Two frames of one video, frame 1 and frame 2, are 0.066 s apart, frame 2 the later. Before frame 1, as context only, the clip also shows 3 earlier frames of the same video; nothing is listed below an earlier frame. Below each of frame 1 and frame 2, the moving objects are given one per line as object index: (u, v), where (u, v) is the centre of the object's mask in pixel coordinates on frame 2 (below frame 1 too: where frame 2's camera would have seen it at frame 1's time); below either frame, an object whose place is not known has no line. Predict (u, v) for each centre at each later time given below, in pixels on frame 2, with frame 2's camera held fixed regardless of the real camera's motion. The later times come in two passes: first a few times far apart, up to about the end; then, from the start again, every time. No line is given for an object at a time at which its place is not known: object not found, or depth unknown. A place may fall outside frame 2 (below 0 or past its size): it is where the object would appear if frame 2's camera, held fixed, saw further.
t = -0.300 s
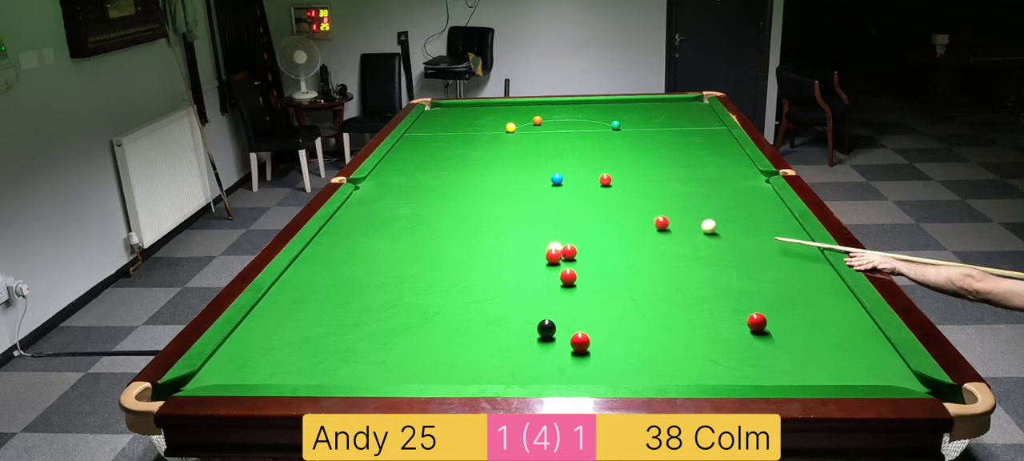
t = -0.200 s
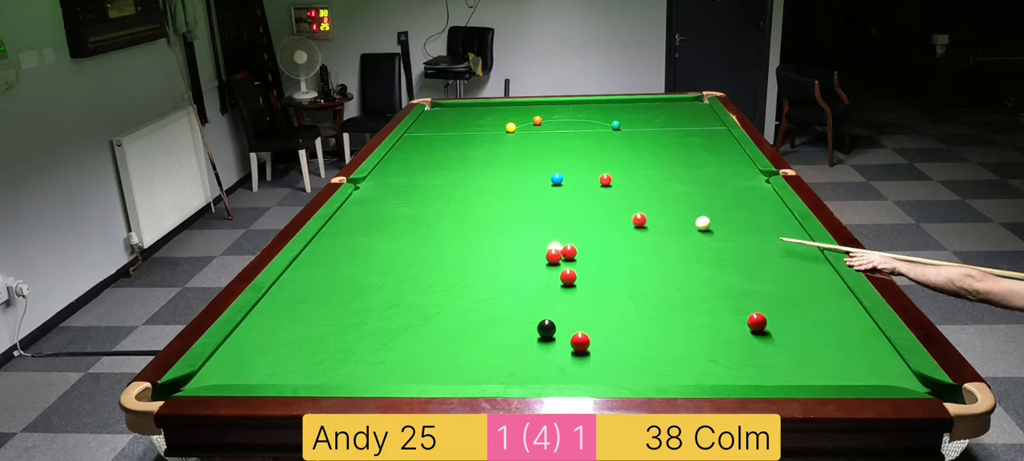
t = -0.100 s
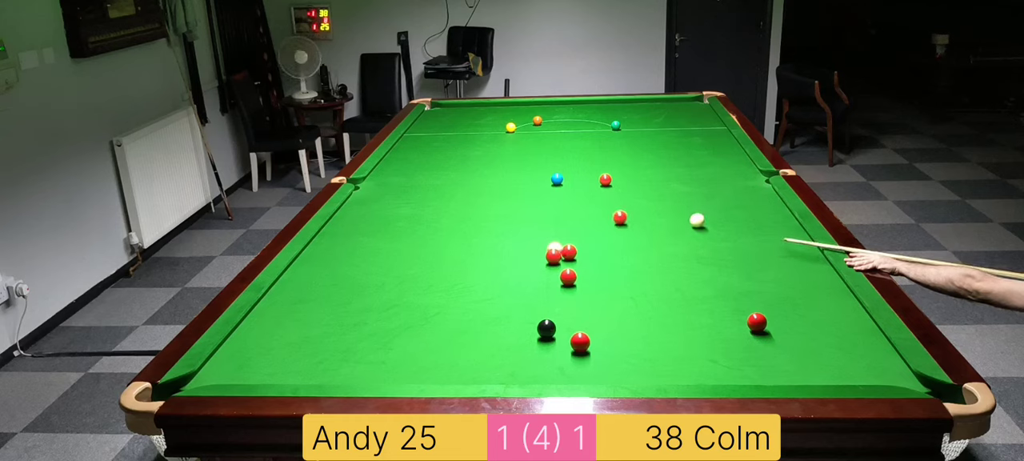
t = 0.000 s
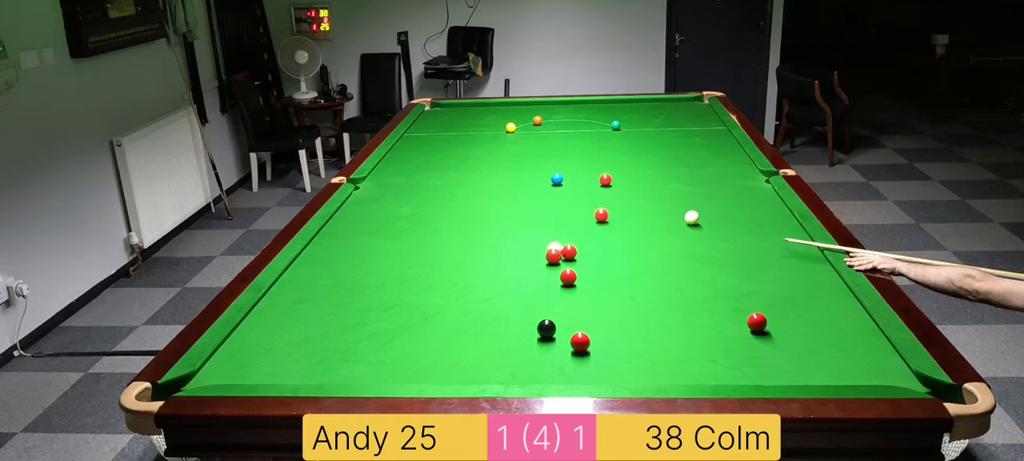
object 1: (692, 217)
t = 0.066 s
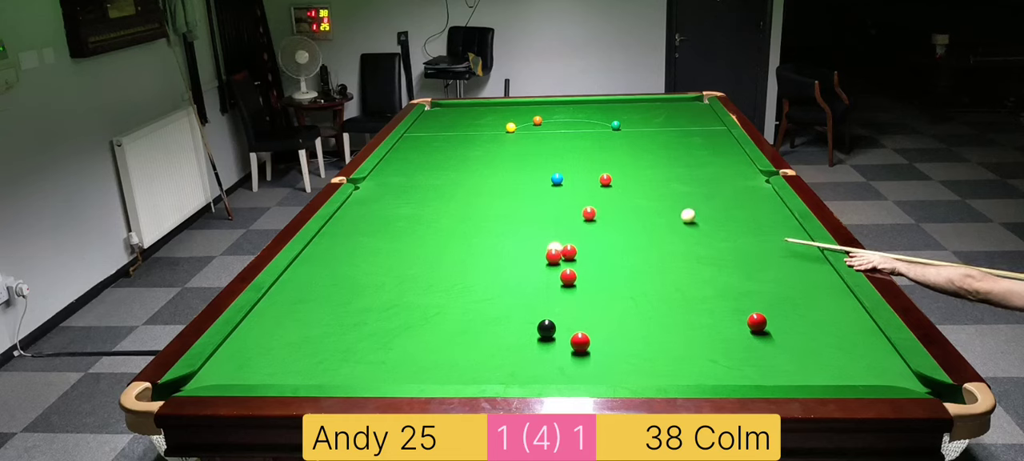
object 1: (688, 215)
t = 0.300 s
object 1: (676, 209)
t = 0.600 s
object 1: (663, 203)
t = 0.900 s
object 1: (651, 197)
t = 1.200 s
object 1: (641, 192)
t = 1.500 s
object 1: (632, 188)
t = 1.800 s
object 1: (625, 184)
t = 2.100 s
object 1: (618, 182)
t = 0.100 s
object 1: (686, 214)
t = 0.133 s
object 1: (684, 213)
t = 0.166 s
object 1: (683, 213)
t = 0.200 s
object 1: (681, 212)
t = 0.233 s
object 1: (680, 211)
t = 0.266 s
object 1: (678, 210)
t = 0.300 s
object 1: (676, 209)
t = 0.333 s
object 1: (675, 209)
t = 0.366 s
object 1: (673, 208)
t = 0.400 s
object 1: (671, 207)
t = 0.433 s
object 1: (670, 206)
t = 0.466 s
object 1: (669, 206)
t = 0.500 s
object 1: (667, 205)
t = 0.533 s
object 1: (666, 204)
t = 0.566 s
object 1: (664, 203)
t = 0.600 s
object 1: (663, 203)
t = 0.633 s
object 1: (662, 202)
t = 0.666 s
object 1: (660, 201)
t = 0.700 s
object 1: (659, 201)
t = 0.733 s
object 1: (657, 200)
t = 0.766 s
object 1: (656, 200)
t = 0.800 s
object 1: (655, 199)
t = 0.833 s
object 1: (654, 198)
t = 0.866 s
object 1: (652, 198)
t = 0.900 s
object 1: (651, 197)
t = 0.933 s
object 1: (650, 196)
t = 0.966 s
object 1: (649, 196)
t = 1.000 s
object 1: (648, 196)
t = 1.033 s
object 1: (646, 195)
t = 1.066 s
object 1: (645, 194)
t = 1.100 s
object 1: (644, 194)
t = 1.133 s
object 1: (643, 193)
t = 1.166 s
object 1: (642, 193)
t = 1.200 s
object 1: (641, 192)
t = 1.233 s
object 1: (640, 192)
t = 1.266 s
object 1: (639, 191)
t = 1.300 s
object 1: (638, 191)
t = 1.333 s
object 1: (637, 190)
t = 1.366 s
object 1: (636, 190)
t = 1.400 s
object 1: (635, 189)
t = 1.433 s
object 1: (634, 189)
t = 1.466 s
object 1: (633, 189)
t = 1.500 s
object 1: (632, 188)
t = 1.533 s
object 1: (631, 188)
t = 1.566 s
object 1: (630, 187)
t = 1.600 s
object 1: (630, 187)
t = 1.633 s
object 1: (629, 186)
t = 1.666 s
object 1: (628, 186)
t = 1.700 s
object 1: (627, 186)
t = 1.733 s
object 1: (626, 185)
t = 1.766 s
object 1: (625, 185)
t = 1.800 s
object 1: (625, 184)
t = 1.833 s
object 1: (624, 184)
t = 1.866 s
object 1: (623, 184)
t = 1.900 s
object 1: (622, 184)
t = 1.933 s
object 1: (622, 183)
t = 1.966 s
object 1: (621, 183)
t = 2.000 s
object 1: (621, 183)
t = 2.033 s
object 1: (620, 182)
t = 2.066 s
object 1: (619, 182)
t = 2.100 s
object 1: (618, 182)
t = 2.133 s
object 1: (618, 181)
